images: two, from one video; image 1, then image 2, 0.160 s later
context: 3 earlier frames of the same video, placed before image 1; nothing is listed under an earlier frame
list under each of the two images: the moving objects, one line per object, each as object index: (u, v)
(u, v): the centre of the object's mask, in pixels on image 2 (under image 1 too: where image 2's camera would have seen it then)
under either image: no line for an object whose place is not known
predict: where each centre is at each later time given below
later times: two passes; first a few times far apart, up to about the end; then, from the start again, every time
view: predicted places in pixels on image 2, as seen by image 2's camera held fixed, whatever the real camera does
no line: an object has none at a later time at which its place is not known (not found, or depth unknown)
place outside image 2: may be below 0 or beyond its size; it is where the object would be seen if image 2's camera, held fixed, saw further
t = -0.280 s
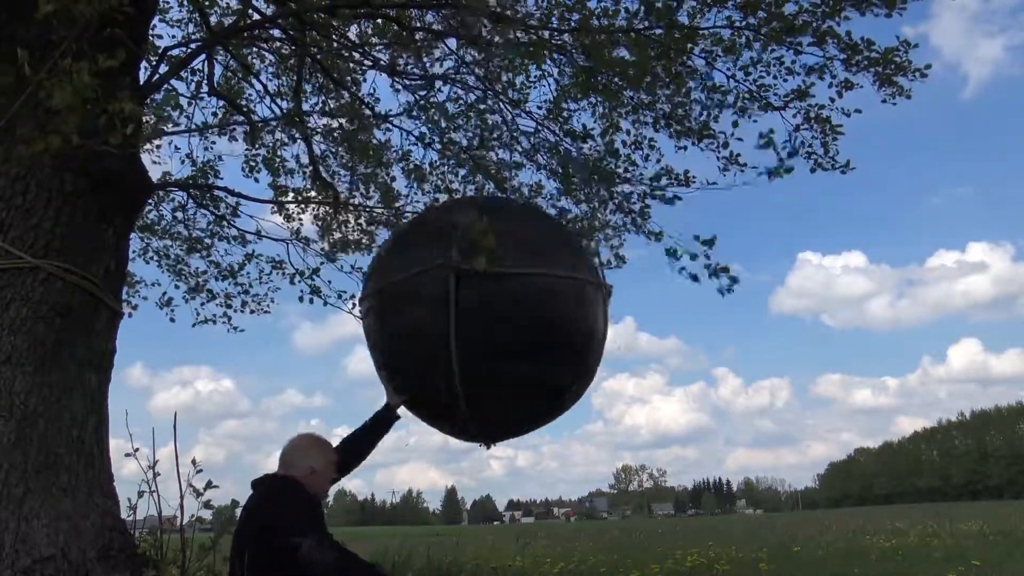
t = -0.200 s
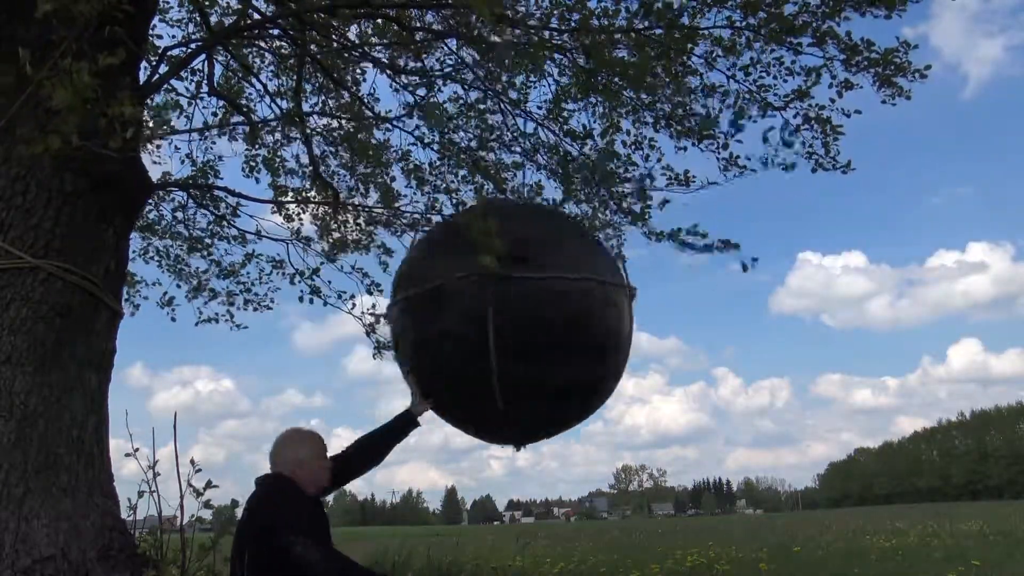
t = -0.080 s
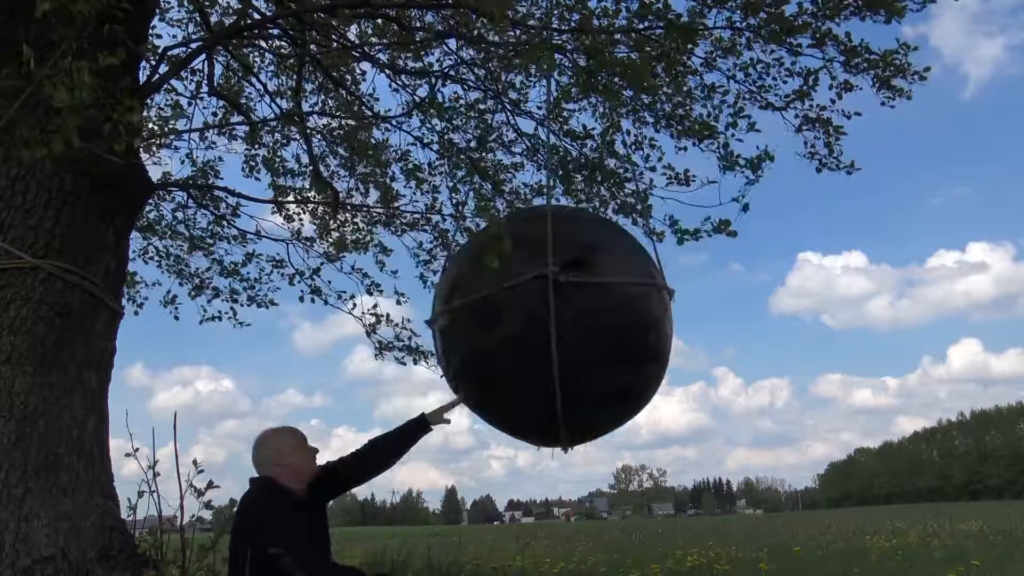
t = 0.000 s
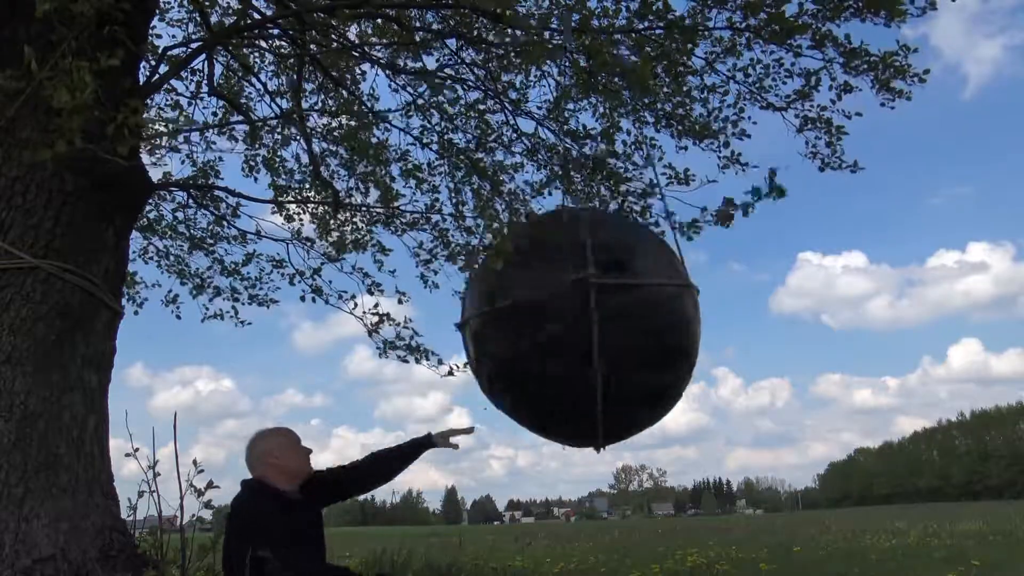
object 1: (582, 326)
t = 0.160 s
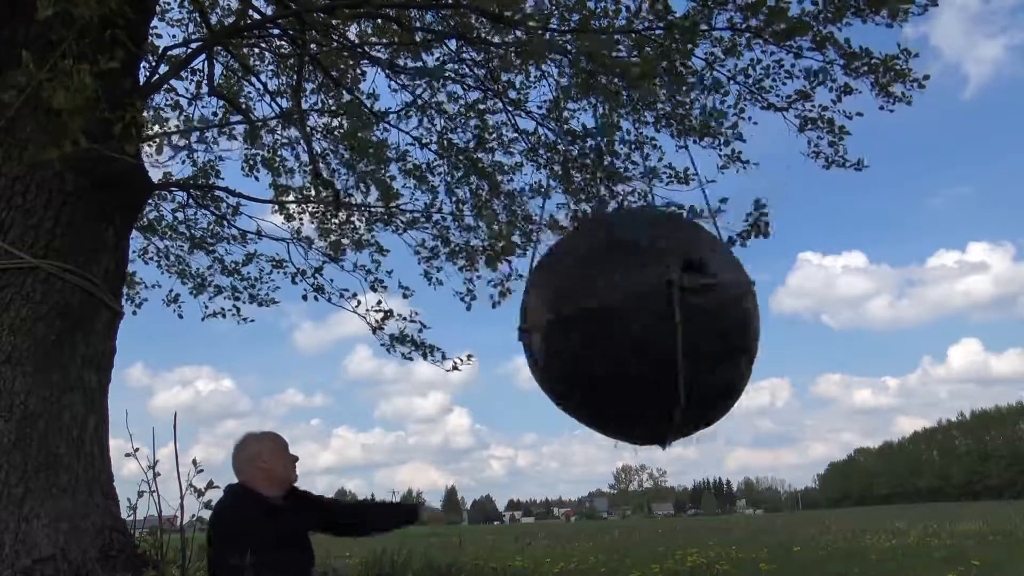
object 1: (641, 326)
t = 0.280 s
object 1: (683, 323)
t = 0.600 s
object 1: (784, 307)
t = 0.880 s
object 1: (846, 290)
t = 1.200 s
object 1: (881, 276)
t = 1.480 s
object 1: (871, 273)
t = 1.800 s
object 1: (810, 278)
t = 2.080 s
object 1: (719, 282)
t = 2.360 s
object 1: (607, 285)
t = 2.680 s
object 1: (492, 283)
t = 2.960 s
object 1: (427, 286)
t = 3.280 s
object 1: (412, 295)
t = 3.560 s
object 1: (439, 309)
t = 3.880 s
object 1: (509, 322)
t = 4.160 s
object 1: (586, 327)
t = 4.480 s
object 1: (682, 324)
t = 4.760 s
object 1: (757, 312)
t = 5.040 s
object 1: (814, 298)
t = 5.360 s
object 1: (848, 284)
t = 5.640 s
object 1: (844, 277)
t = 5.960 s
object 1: (796, 276)
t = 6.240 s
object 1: (717, 279)
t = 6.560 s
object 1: (609, 283)
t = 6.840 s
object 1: (525, 288)
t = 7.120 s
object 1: (469, 294)
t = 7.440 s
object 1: (450, 307)
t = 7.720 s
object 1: (470, 318)
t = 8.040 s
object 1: (522, 328)
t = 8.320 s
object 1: (581, 331)
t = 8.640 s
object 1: (657, 328)
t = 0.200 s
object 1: (655, 324)
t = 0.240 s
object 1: (669, 324)
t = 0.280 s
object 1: (683, 323)
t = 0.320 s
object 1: (697, 321)
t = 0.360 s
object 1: (711, 319)
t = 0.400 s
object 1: (724, 318)
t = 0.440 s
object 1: (737, 316)
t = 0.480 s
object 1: (749, 314)
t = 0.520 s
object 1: (761, 312)
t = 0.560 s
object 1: (773, 309)
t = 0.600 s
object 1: (784, 307)
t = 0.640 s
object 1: (795, 304)
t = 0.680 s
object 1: (805, 302)
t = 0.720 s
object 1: (814, 299)
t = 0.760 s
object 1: (823, 297)
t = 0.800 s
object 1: (831, 294)
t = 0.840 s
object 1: (839, 292)
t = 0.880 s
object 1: (846, 290)
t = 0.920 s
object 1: (852, 288)
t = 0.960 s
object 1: (858, 286)
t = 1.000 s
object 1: (864, 284)
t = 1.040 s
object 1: (869, 282)
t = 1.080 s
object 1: (873, 280)
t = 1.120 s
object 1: (876, 279)
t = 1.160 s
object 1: (879, 278)
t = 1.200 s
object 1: (881, 276)
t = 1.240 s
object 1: (882, 275)
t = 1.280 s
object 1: (882, 274)
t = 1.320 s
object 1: (881, 274)
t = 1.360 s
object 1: (880, 274)
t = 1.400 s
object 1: (878, 273)
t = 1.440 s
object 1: (875, 273)
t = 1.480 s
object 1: (871, 273)
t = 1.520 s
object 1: (866, 273)
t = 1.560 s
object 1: (861, 274)
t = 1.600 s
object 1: (854, 274)
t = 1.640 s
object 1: (847, 274)
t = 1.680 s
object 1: (839, 275)
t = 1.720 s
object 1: (830, 276)
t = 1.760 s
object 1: (821, 277)
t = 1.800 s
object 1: (810, 278)
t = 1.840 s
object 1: (799, 278)
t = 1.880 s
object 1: (788, 279)
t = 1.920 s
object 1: (775, 279)
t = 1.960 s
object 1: (762, 280)
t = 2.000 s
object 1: (748, 281)
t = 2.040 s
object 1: (734, 281)
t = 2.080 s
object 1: (719, 282)
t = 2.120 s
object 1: (704, 283)
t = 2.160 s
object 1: (688, 283)
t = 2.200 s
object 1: (672, 284)
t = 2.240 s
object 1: (656, 284)
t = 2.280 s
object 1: (640, 284)
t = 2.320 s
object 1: (624, 285)
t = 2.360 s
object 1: (607, 285)
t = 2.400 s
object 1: (591, 284)
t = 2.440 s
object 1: (576, 284)
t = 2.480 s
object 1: (561, 284)
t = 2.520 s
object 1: (546, 284)
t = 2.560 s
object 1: (531, 284)
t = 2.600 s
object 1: (518, 284)
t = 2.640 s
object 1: (505, 283)
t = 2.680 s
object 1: (492, 283)
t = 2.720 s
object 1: (480, 284)
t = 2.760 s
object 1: (469, 283)
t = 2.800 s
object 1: (458, 284)
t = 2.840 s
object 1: (449, 284)
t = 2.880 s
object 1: (441, 285)
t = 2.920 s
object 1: (433, 285)
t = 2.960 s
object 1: (427, 286)
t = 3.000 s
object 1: (422, 287)
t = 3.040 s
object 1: (418, 287)
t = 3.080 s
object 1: (414, 288)
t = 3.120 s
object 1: (412, 289)
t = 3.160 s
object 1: (410, 290)
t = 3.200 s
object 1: (410, 291)
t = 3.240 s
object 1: (411, 293)
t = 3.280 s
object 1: (412, 295)
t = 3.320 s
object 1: (413, 296)
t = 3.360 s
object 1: (416, 298)
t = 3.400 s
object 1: (419, 301)
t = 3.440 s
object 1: (423, 303)
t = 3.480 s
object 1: (428, 305)
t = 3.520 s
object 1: (433, 307)
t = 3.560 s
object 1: (439, 309)
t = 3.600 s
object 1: (447, 311)
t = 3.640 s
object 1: (454, 313)
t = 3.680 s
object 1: (462, 315)
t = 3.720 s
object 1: (470, 316)
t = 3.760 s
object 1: (479, 318)
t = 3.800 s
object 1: (489, 319)
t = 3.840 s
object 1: (499, 321)
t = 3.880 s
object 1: (509, 322)
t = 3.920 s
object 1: (519, 323)
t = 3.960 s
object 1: (530, 324)
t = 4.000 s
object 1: (541, 326)
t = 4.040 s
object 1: (552, 326)
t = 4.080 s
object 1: (563, 327)
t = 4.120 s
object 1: (575, 328)
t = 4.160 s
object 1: (586, 327)
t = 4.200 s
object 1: (598, 327)
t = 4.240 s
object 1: (611, 328)
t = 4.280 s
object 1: (623, 328)
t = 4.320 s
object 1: (635, 327)
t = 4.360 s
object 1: (647, 327)
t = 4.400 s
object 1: (659, 326)
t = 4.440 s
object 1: (671, 325)
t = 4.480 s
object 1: (682, 324)
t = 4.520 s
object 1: (694, 323)
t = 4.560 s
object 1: (705, 321)
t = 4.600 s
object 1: (716, 320)
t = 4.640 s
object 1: (726, 318)
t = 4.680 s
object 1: (737, 316)
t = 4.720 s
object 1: (747, 314)
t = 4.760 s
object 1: (757, 312)
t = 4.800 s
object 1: (766, 310)
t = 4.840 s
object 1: (775, 308)
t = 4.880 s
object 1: (783, 306)
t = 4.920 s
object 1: (791, 304)
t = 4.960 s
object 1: (799, 302)
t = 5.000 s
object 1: (807, 300)
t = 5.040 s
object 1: (814, 298)
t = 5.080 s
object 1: (820, 295)
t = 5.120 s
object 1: (826, 294)
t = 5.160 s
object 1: (831, 292)
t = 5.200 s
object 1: (836, 290)
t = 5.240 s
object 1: (839, 288)
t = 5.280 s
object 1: (843, 286)
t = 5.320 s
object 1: (846, 285)
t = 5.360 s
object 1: (848, 284)
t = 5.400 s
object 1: (850, 282)
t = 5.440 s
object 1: (851, 281)
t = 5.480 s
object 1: (851, 280)
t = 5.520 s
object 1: (850, 279)
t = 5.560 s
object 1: (849, 278)
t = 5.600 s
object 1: (847, 278)
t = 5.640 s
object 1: (844, 277)
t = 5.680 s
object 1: (841, 277)
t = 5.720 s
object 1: (837, 277)
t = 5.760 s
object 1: (832, 276)
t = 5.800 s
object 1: (826, 276)
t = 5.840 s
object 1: (820, 276)
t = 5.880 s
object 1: (813, 276)
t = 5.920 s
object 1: (804, 276)
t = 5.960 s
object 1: (796, 276)
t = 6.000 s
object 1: (786, 277)
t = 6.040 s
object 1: (776, 277)
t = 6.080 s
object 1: (765, 278)
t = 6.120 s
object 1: (754, 278)
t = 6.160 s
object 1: (743, 278)
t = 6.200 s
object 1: (730, 279)
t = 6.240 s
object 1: (717, 279)
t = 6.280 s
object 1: (704, 280)
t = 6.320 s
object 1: (691, 280)
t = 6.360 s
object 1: (678, 281)
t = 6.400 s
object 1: (664, 281)
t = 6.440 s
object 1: (651, 282)
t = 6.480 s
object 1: (636, 283)
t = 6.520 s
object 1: (623, 283)
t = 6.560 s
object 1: (609, 283)
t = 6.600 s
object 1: (596, 284)
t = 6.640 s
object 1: (583, 284)
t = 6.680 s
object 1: (571, 286)
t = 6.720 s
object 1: (559, 286)
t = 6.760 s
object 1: (547, 287)
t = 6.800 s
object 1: (535, 287)
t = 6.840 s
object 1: (525, 288)
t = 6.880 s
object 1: (514, 288)
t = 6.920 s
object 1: (505, 290)
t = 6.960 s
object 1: (497, 290)
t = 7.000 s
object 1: (489, 291)
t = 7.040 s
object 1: (482, 292)
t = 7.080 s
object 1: (475, 294)
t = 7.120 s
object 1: (469, 294)
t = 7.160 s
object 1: (464, 296)
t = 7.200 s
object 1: (460, 297)
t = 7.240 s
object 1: (457, 299)
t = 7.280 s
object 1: (454, 300)
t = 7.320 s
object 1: (452, 302)
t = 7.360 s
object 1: (450, 303)
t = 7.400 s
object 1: (450, 305)
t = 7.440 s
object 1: (450, 307)
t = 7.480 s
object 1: (451, 308)
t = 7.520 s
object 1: (453, 310)
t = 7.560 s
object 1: (455, 312)
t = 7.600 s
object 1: (458, 313)
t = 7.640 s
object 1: (462, 315)
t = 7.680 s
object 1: (465, 316)
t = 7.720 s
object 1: (470, 318)
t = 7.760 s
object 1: (475, 319)
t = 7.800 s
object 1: (480, 321)
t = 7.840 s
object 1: (486, 322)
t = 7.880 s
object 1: (492, 324)
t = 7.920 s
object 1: (499, 325)
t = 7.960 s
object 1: (507, 326)
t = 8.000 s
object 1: (514, 327)
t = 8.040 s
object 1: (522, 328)
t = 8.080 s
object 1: (529, 329)
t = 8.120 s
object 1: (537, 329)
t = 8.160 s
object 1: (545, 330)
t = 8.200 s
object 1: (554, 331)
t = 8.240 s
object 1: (563, 331)
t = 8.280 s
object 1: (572, 331)
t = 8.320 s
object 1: (581, 331)
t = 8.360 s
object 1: (590, 331)
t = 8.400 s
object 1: (600, 331)
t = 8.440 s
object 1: (610, 331)
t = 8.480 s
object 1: (619, 331)
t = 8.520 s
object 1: (629, 330)
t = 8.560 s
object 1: (638, 329)
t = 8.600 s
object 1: (648, 328)
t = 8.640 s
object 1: (657, 328)
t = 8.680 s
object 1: (667, 327)
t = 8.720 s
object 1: (676, 325)
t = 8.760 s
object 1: (686, 324)
